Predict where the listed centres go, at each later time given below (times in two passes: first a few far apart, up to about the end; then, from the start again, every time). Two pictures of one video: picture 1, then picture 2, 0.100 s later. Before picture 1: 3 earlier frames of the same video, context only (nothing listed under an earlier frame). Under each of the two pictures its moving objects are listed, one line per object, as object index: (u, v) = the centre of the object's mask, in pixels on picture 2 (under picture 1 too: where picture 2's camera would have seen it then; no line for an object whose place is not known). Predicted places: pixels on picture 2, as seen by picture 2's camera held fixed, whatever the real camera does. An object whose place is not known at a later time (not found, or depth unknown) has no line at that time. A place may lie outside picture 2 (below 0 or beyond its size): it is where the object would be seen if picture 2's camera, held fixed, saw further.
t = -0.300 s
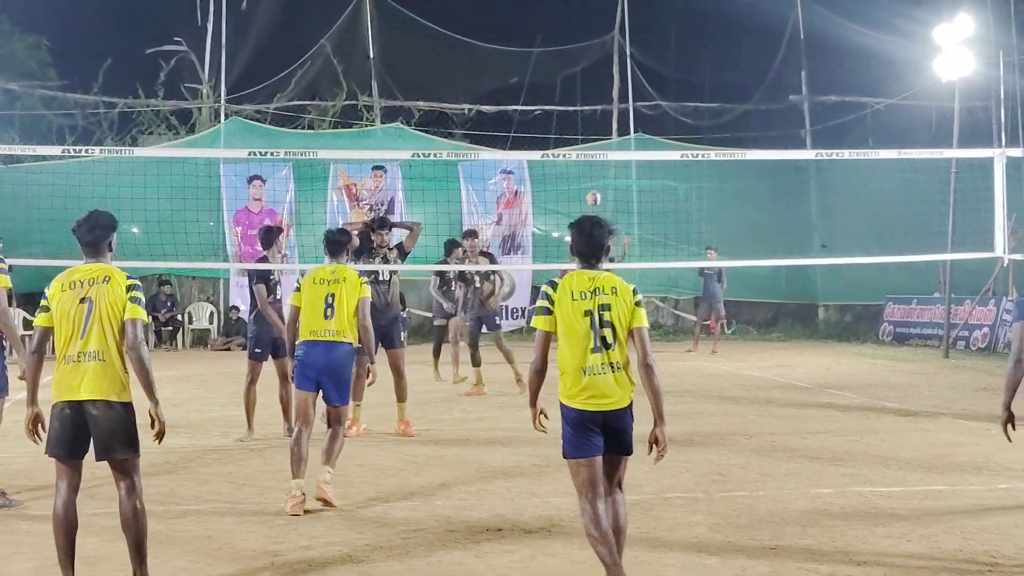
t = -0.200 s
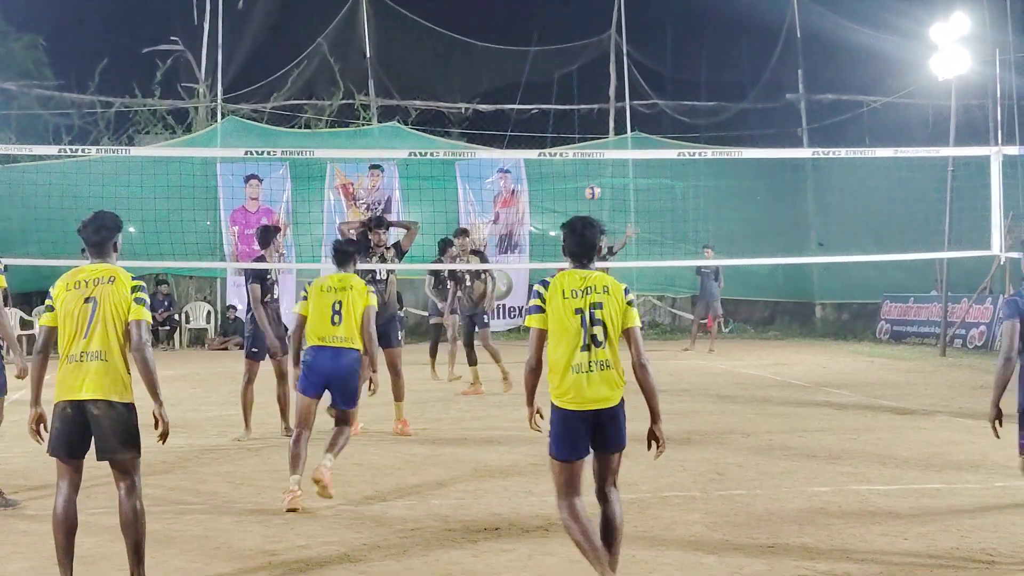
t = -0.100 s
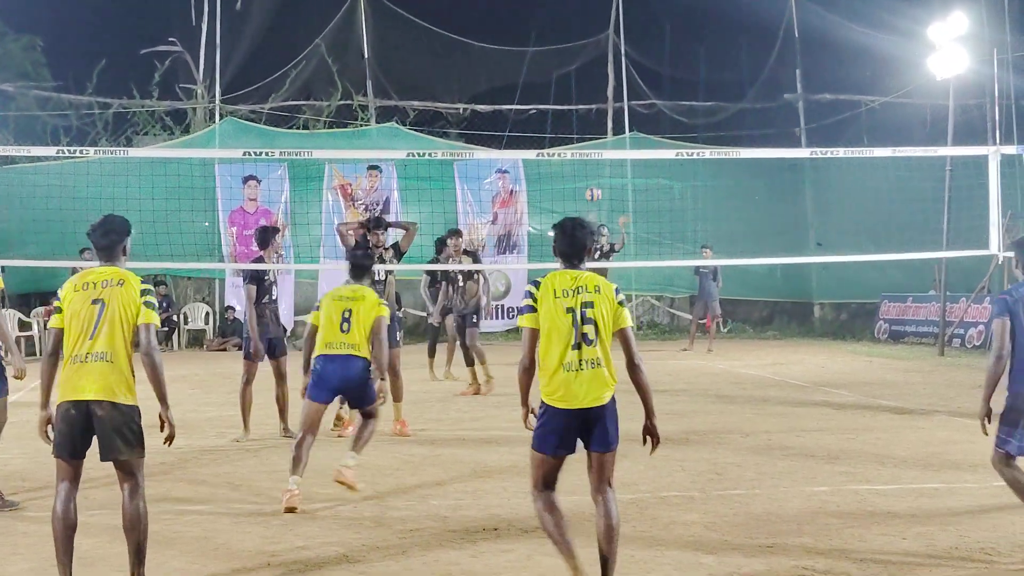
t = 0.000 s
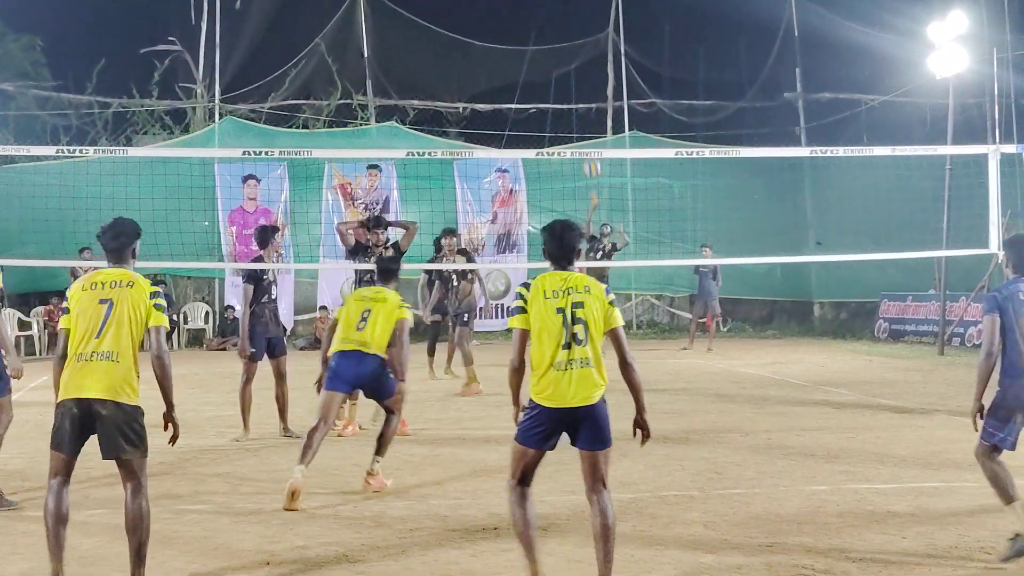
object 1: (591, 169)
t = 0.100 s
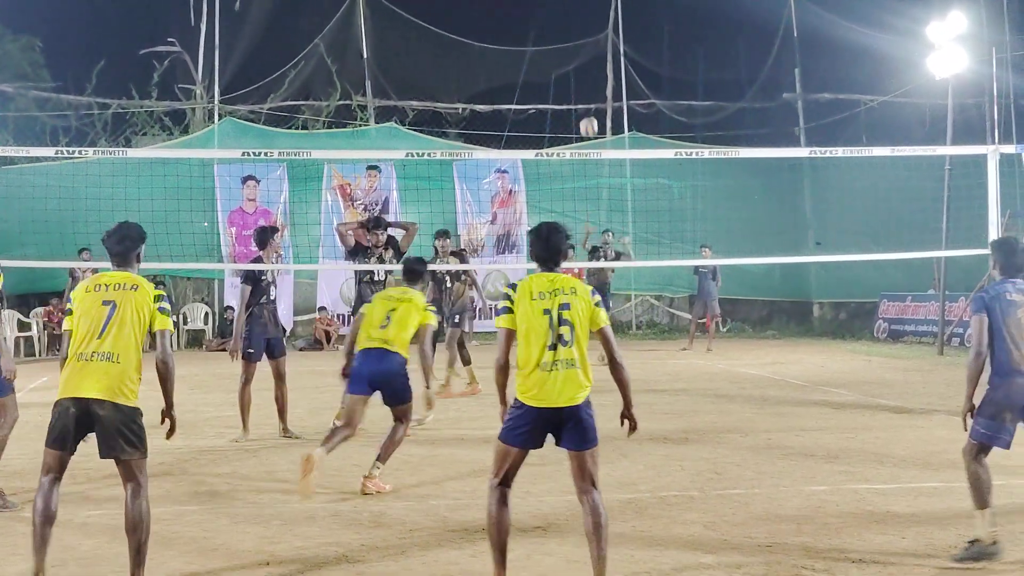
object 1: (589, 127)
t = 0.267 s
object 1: (585, 64)
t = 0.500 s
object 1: (580, 3)
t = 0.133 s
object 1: (588, 114)
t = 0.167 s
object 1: (587, 101)
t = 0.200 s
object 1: (586, 89)
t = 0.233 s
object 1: (586, 77)
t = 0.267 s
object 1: (585, 64)
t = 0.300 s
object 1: (584, 53)
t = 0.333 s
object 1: (583, 42)
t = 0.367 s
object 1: (583, 31)
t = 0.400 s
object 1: (582, 22)
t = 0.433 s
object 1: (581, 13)
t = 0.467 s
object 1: (580, 7)
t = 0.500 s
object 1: (580, 3)
